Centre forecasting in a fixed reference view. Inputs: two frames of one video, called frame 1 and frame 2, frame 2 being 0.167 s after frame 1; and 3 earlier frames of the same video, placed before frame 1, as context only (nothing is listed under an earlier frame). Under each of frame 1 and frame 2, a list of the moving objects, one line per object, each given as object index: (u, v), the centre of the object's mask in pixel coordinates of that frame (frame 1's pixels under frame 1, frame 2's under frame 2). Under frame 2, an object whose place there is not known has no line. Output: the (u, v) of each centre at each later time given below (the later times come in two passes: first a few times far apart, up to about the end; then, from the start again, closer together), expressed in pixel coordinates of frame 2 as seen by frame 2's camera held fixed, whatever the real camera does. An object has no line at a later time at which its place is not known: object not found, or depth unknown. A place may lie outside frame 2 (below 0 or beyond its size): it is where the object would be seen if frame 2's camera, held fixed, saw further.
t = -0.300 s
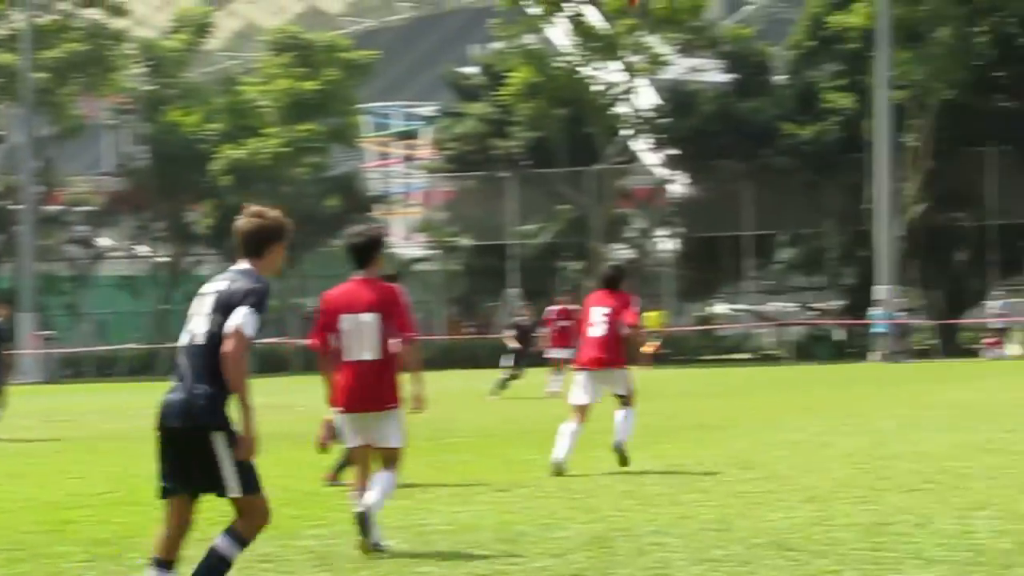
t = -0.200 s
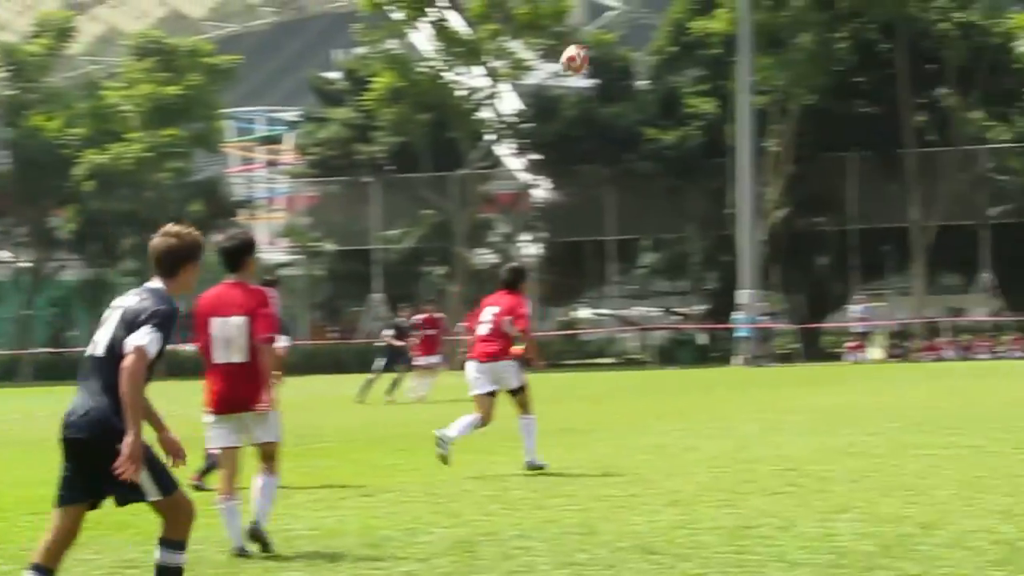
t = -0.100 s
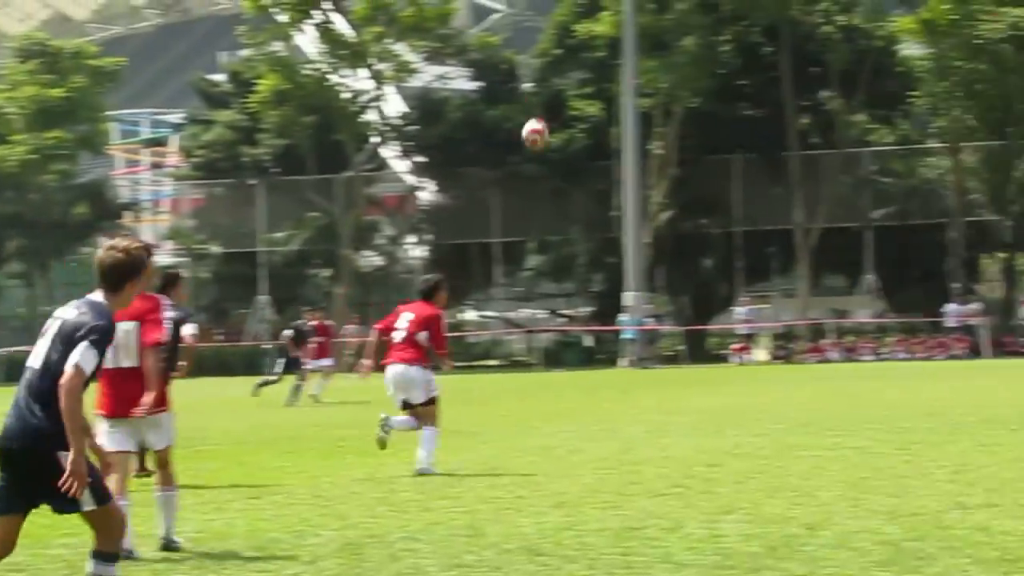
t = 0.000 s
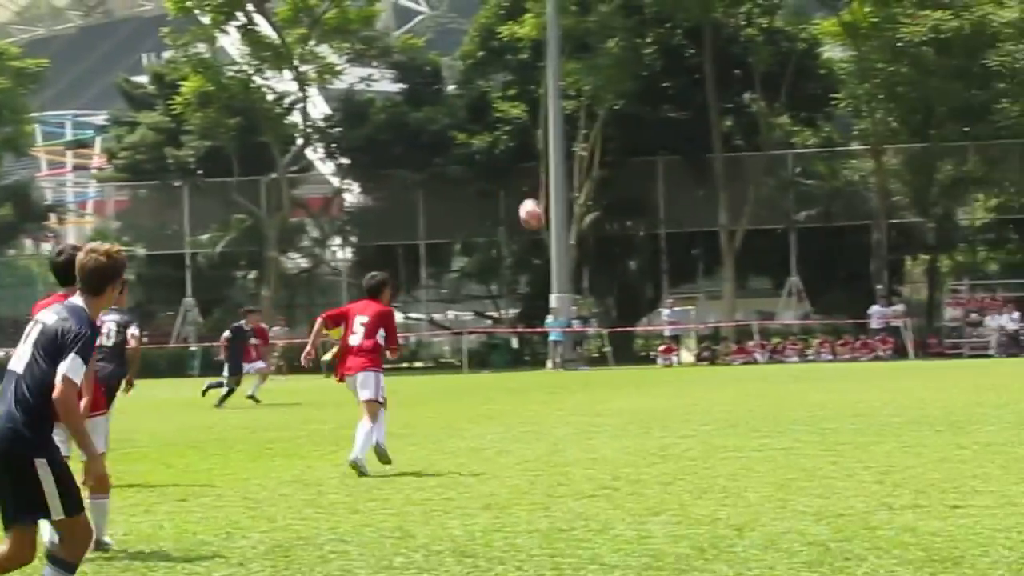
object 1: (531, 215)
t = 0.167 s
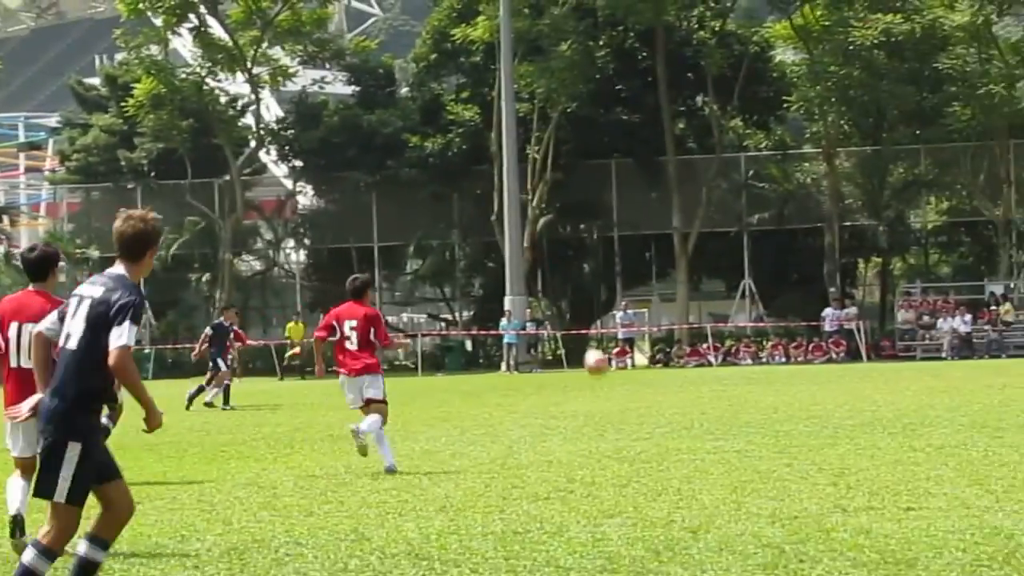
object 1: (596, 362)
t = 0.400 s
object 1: (677, 342)
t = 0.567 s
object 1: (707, 255)
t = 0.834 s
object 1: (753, 189)
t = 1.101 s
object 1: (797, 198)
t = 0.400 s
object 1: (677, 342)
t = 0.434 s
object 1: (683, 319)
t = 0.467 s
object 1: (688, 300)
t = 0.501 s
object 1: (695, 285)
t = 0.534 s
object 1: (701, 270)
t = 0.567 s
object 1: (707, 255)
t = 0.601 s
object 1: (713, 242)
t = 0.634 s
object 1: (719, 231)
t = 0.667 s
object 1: (725, 221)
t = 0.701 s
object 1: (731, 212)
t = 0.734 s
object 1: (736, 205)
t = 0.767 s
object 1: (742, 198)
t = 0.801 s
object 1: (748, 193)
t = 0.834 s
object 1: (753, 189)
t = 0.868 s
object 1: (758, 186)
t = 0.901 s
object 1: (765, 185)
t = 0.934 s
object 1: (770, 184)
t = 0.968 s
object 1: (775, 185)
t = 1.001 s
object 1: (781, 187)
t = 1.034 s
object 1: (787, 189)
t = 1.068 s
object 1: (792, 193)
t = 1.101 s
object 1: (797, 198)
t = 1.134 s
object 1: (803, 204)
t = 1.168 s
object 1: (808, 211)
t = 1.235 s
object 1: (819, 228)
